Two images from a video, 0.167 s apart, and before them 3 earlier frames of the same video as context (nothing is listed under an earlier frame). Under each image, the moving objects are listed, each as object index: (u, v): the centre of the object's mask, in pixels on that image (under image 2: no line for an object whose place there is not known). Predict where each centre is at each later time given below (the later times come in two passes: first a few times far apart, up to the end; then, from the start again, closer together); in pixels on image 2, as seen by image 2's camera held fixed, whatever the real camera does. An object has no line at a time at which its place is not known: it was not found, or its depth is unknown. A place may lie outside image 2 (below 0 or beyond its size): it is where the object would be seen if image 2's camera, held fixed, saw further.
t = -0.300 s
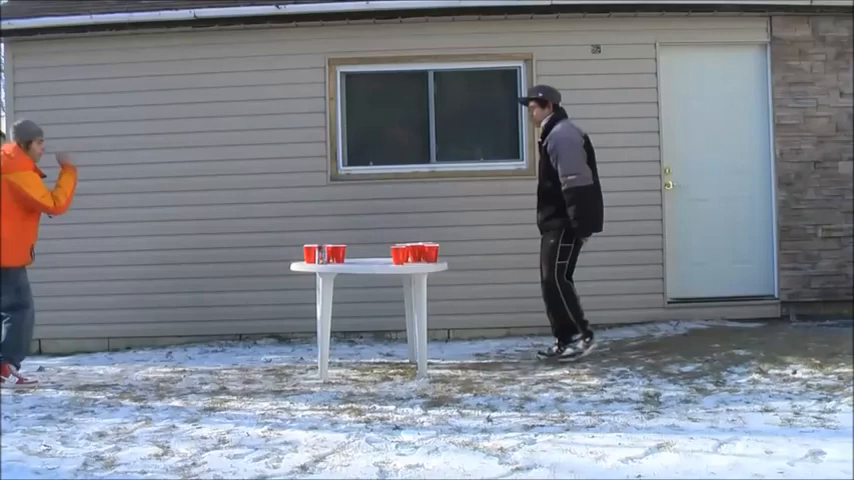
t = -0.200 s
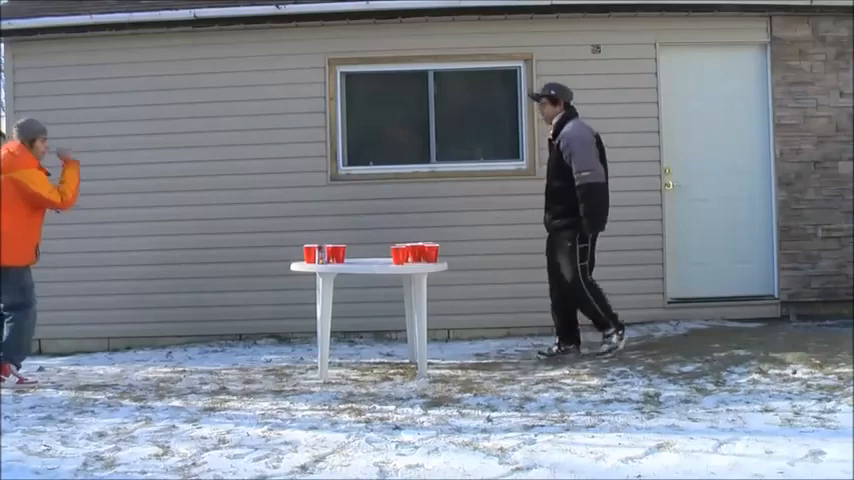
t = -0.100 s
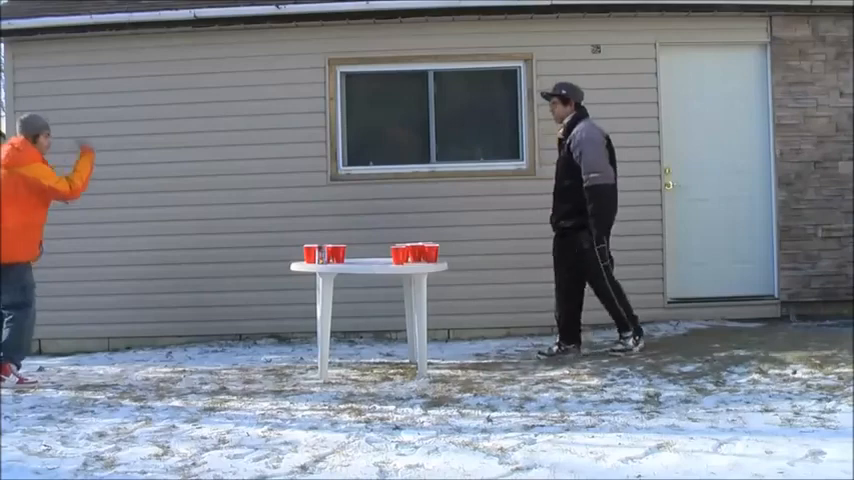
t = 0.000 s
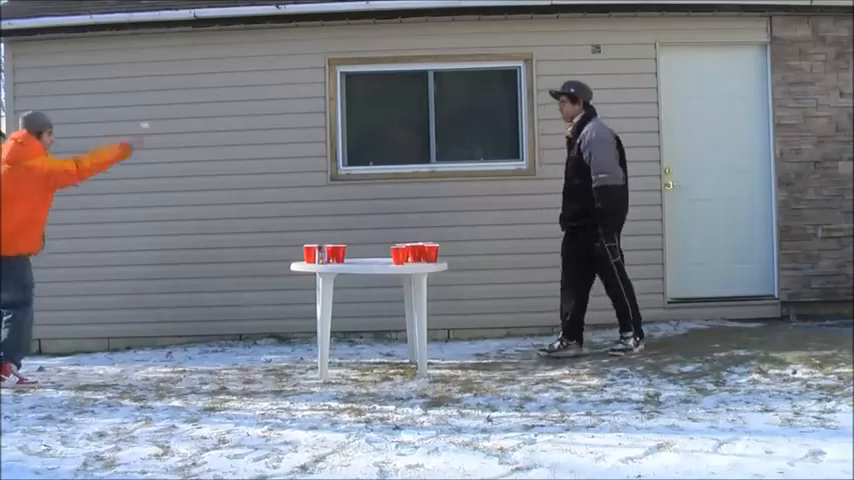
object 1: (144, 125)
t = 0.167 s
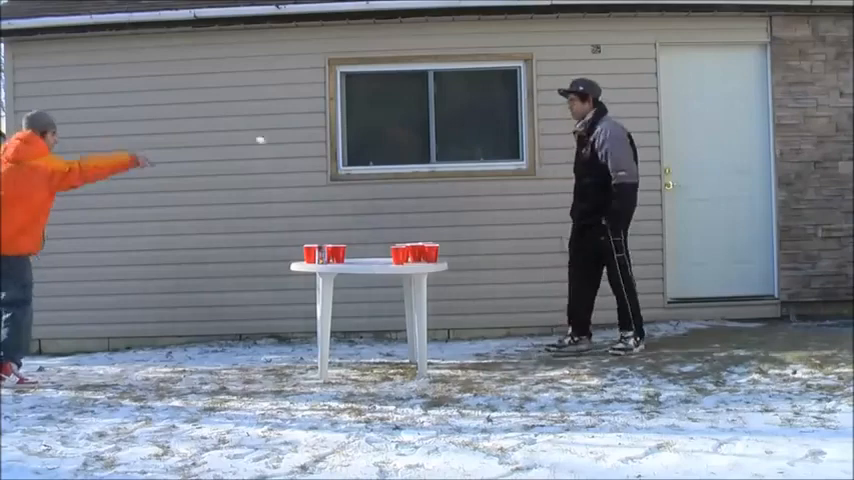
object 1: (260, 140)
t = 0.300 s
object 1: (345, 180)
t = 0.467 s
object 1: (430, 229)
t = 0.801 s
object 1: (514, 229)
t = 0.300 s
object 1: (345, 180)
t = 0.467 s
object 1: (430, 229)
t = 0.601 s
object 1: (463, 208)
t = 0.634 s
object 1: (473, 208)
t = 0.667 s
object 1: (481, 208)
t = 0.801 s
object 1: (514, 229)
